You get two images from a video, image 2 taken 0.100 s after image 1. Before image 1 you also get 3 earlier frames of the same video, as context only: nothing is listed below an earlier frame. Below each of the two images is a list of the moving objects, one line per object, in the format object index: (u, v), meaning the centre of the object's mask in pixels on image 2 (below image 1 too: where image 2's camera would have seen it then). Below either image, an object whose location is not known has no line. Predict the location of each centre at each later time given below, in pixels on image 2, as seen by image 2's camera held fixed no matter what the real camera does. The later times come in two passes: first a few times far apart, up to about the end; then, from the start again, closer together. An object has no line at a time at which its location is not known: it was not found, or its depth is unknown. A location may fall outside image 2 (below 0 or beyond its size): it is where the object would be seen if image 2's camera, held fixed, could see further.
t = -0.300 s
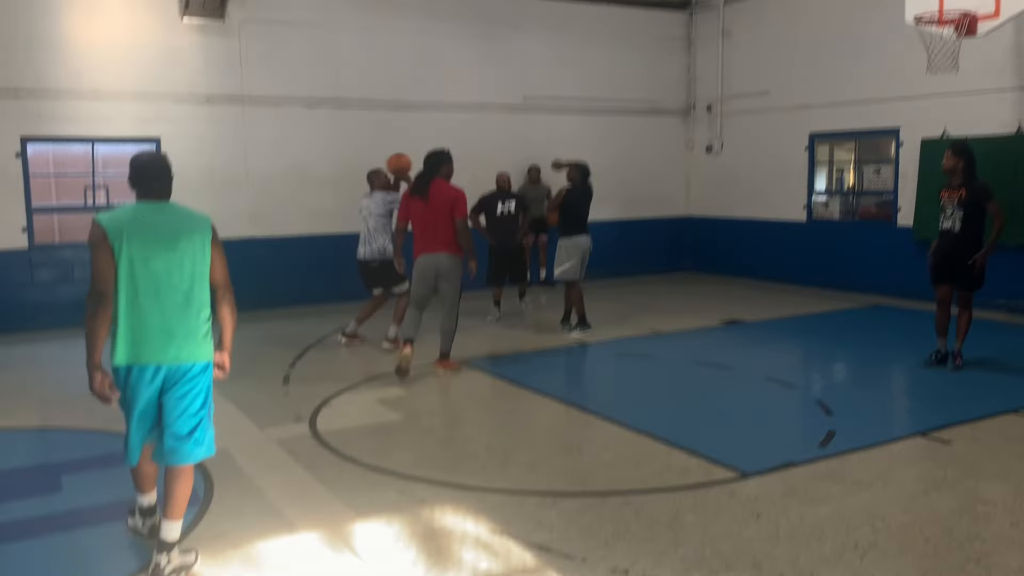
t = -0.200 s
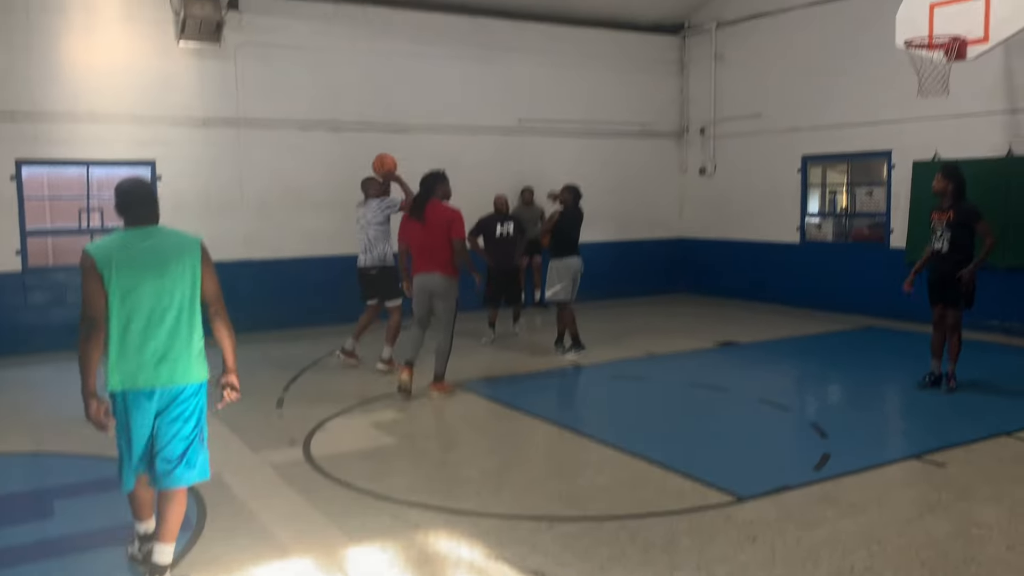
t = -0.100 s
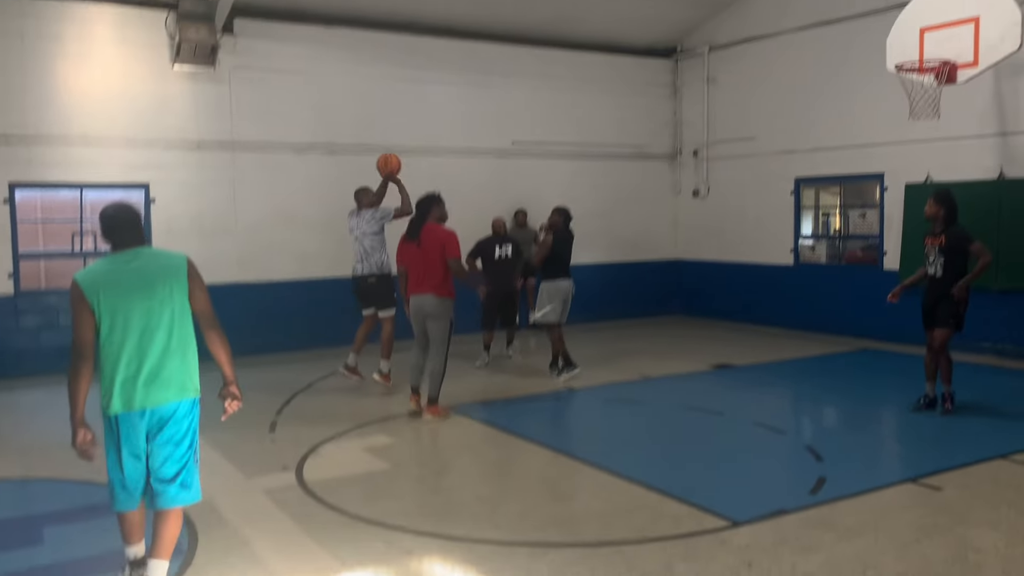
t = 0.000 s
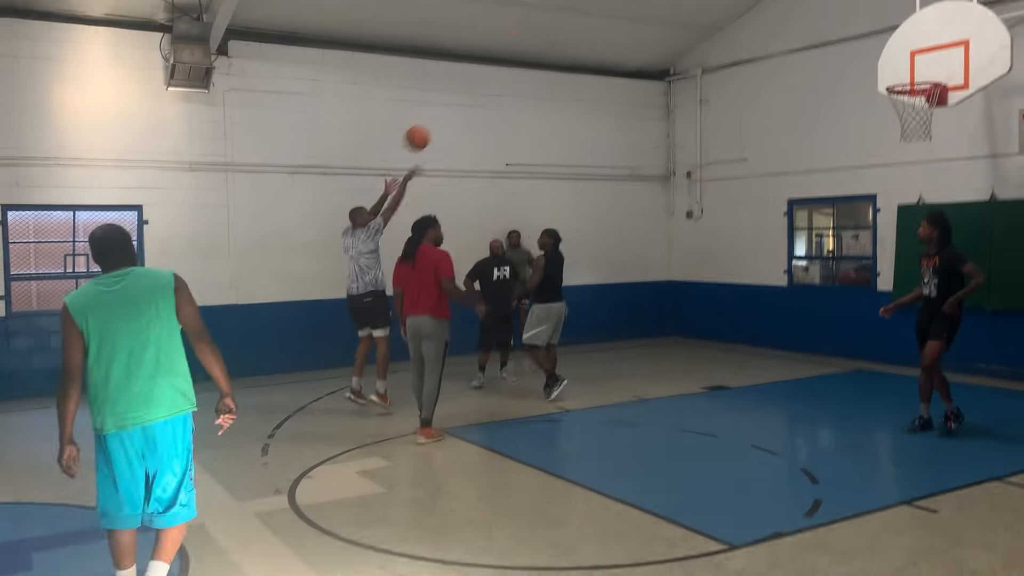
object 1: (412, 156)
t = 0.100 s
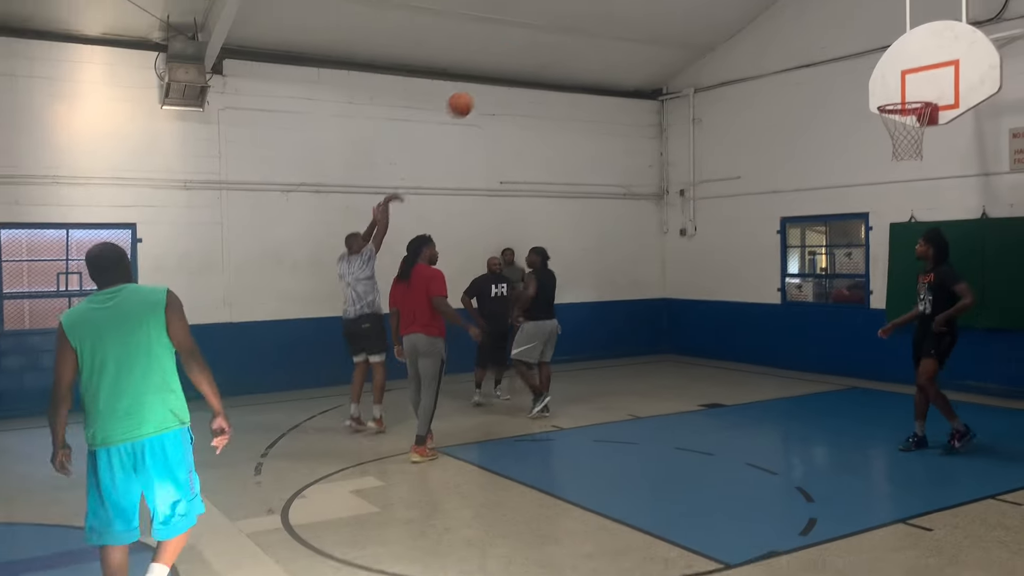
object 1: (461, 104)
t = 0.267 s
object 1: (541, 41)
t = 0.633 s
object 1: (721, 0)
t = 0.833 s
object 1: (816, 37)
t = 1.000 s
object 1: (897, 96)
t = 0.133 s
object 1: (477, 89)
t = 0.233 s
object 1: (525, 51)
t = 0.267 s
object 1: (541, 41)
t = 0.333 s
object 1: (574, 24)
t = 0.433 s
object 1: (623, 5)
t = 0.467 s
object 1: (640, 1)
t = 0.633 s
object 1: (721, 0)
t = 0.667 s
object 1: (737, 4)
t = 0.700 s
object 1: (752, 8)
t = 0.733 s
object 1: (769, 13)
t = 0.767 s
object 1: (784, 20)
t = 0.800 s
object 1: (800, 28)
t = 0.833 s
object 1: (816, 37)
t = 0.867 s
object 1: (832, 47)
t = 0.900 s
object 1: (850, 59)
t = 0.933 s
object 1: (865, 71)
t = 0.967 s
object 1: (881, 84)
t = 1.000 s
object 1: (897, 96)
